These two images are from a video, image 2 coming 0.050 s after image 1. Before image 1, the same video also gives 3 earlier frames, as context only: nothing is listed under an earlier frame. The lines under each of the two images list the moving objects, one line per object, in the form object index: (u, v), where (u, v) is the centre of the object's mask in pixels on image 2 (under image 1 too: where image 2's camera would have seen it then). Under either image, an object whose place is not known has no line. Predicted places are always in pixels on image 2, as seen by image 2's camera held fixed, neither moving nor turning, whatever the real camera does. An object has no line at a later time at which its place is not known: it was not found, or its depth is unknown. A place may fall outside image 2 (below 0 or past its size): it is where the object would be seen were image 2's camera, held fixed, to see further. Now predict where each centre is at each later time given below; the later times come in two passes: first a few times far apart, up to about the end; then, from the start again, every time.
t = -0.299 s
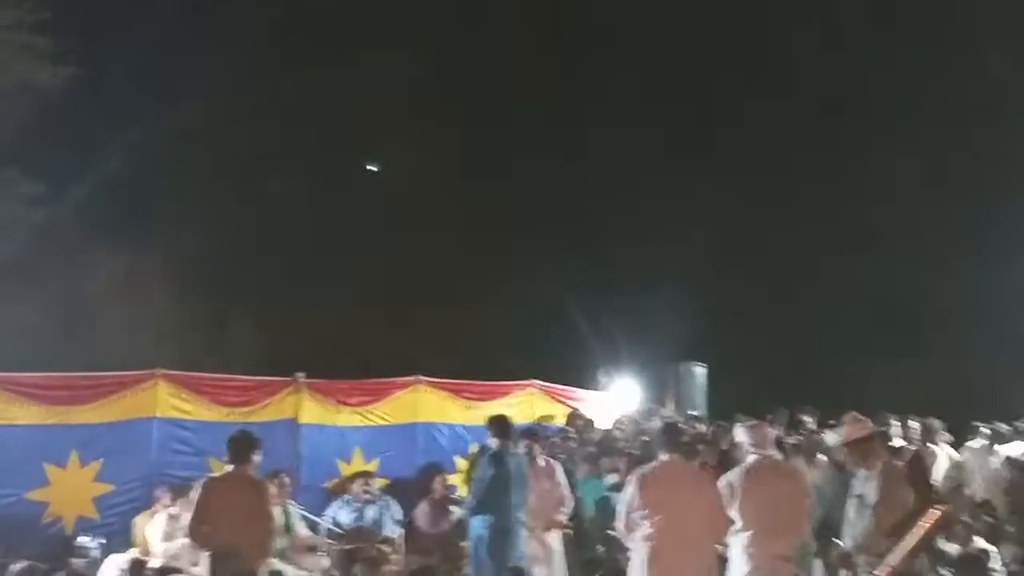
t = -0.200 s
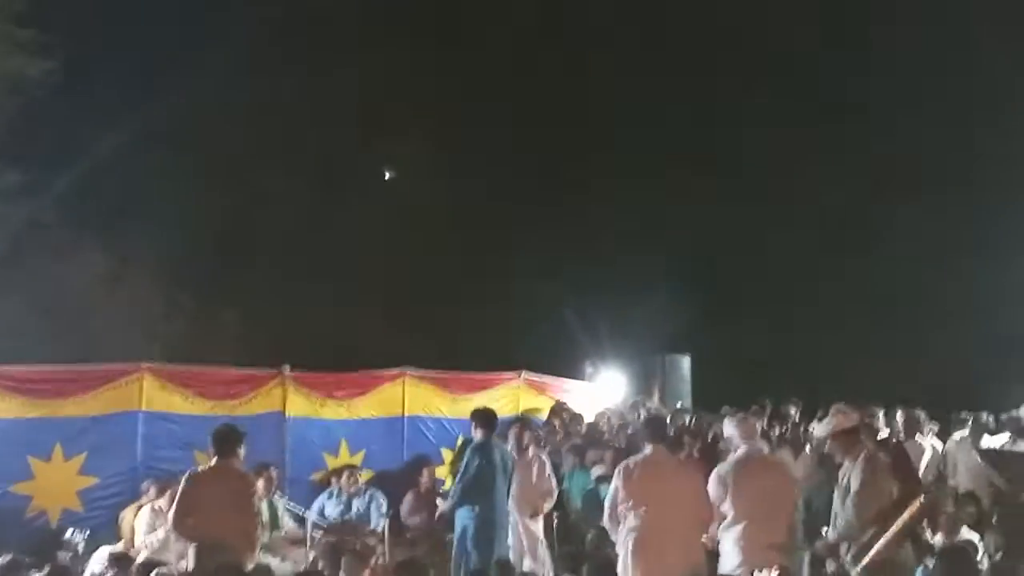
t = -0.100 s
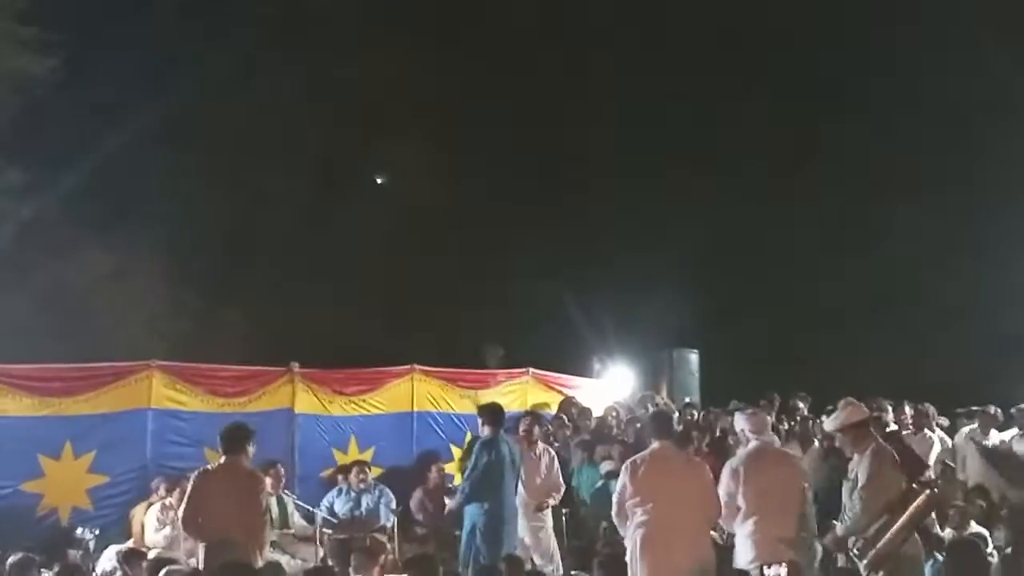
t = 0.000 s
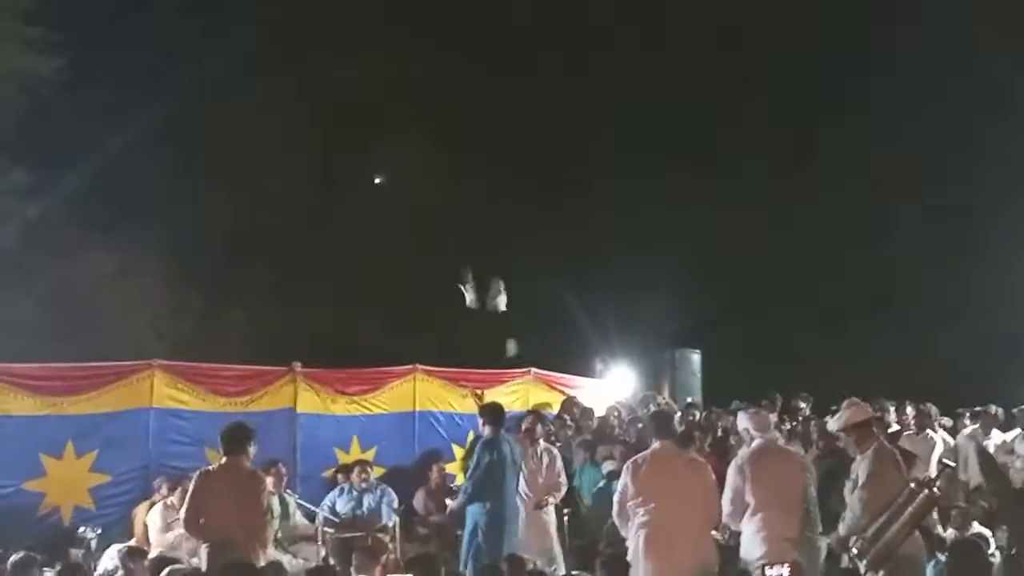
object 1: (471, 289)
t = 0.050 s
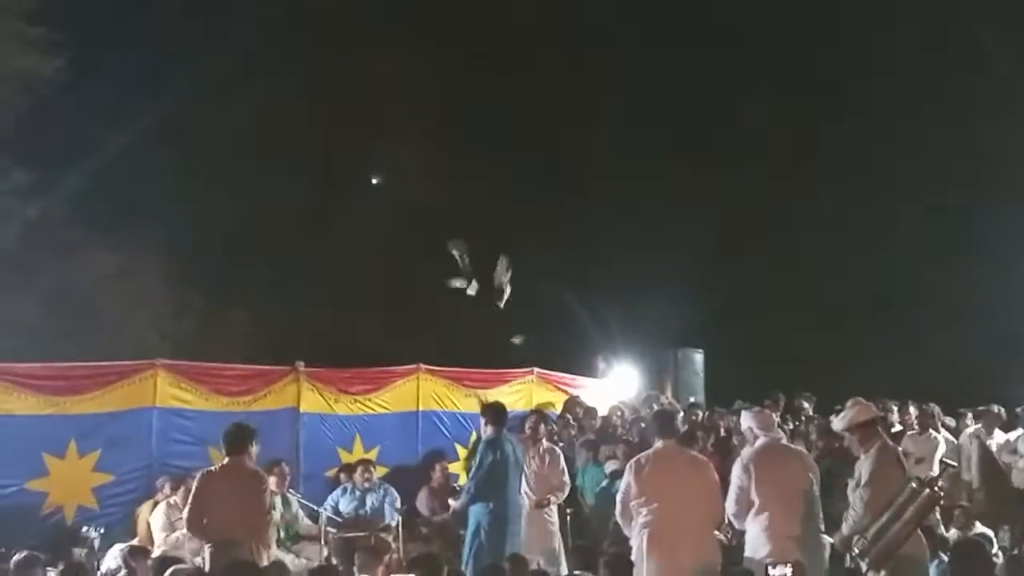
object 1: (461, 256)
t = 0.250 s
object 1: (414, 199)
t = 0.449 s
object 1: (378, 214)
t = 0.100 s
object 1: (452, 235)
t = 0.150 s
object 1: (434, 219)
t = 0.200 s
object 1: (427, 207)
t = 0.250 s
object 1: (414, 199)
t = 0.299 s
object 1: (403, 199)
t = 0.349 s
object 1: (394, 200)
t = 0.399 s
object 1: (387, 206)
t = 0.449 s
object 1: (378, 214)
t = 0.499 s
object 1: (373, 224)
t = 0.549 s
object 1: (370, 237)
